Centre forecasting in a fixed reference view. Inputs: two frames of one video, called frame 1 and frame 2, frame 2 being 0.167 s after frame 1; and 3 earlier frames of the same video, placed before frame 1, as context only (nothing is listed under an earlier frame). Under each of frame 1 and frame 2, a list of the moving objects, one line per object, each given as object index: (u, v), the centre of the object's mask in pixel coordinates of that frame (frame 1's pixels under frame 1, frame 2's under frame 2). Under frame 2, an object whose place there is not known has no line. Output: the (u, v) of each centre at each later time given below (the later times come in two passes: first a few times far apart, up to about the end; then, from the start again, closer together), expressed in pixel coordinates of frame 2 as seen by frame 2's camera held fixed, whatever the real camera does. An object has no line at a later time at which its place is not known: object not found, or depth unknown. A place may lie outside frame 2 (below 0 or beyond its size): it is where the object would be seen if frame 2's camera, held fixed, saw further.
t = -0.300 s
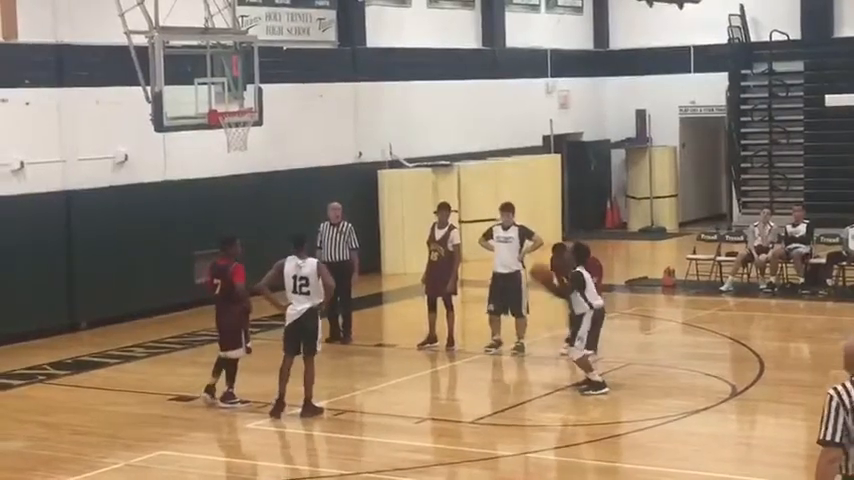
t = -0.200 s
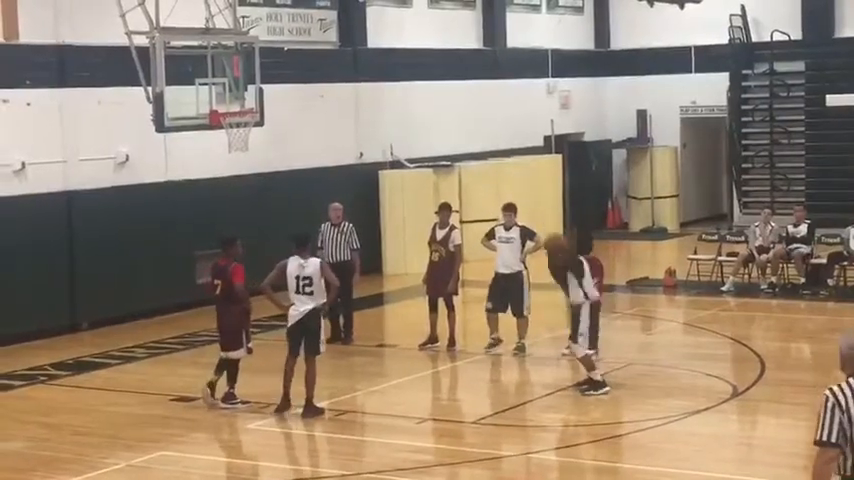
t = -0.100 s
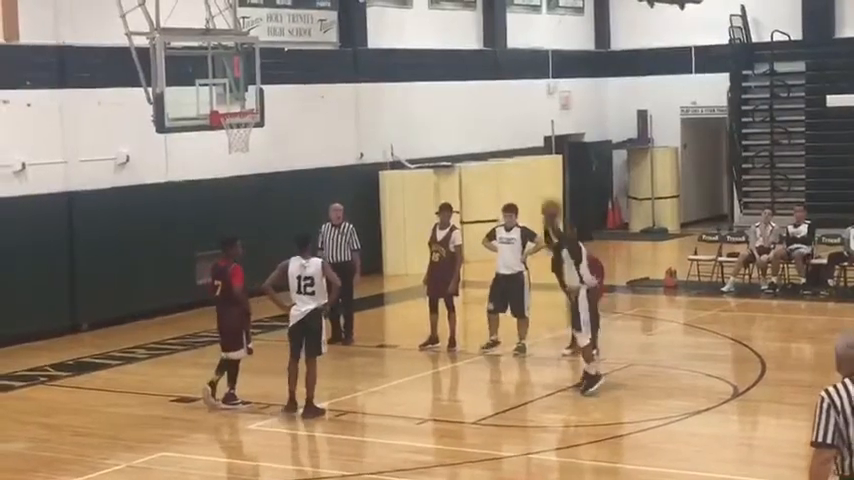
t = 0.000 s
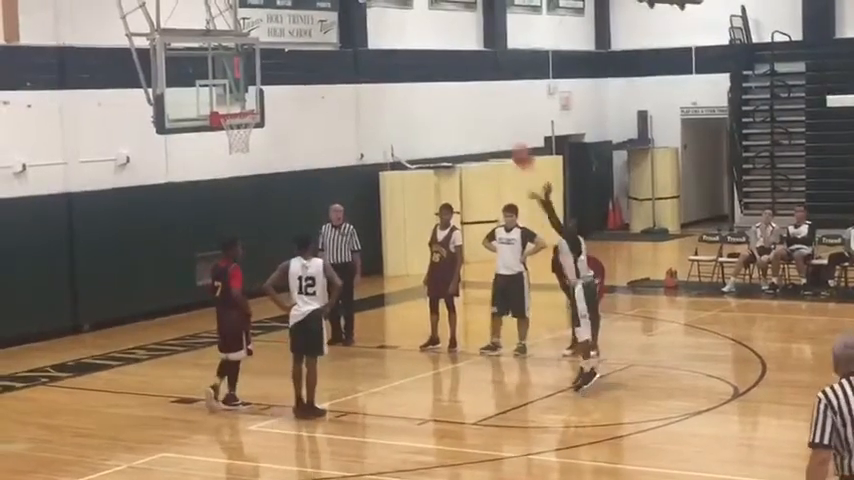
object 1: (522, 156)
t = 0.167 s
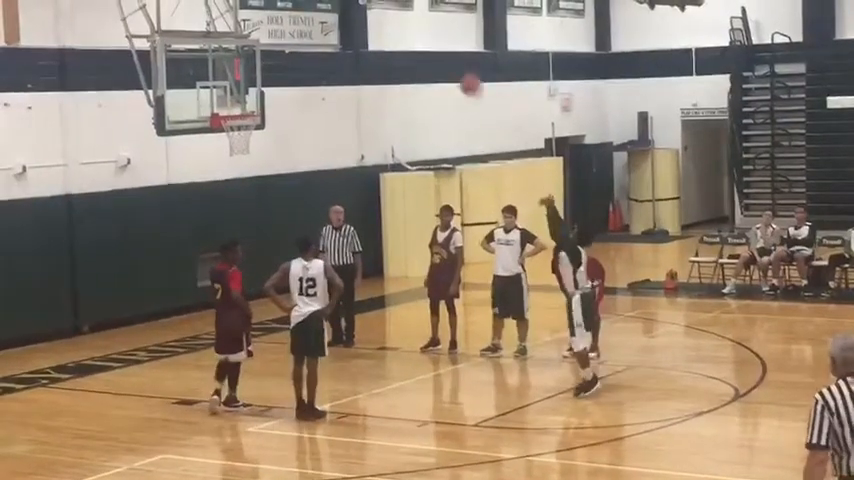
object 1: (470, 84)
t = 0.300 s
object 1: (430, 44)
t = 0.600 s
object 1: (347, 19)
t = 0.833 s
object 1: (290, 54)
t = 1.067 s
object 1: (237, 127)
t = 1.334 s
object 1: (215, 173)
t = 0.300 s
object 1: (430, 44)
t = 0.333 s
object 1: (420, 38)
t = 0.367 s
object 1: (411, 32)
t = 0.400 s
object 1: (401, 27)
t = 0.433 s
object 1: (392, 23)
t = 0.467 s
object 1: (383, 21)
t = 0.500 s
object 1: (373, 19)
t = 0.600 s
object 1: (347, 19)
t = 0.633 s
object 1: (339, 21)
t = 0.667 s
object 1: (330, 24)
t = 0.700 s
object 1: (322, 28)
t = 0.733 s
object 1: (313, 33)
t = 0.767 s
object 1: (305, 38)
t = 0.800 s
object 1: (297, 45)
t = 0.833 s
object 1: (290, 54)
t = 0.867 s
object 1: (281, 60)
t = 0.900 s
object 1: (274, 68)
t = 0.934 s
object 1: (266, 78)
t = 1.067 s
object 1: (237, 127)
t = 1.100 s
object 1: (233, 135)
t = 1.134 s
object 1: (230, 137)
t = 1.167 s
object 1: (227, 140)
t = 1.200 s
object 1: (224, 146)
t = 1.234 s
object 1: (221, 151)
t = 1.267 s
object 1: (219, 158)
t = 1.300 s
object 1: (217, 165)
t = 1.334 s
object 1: (215, 173)
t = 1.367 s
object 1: (213, 181)
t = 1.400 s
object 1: (210, 195)
